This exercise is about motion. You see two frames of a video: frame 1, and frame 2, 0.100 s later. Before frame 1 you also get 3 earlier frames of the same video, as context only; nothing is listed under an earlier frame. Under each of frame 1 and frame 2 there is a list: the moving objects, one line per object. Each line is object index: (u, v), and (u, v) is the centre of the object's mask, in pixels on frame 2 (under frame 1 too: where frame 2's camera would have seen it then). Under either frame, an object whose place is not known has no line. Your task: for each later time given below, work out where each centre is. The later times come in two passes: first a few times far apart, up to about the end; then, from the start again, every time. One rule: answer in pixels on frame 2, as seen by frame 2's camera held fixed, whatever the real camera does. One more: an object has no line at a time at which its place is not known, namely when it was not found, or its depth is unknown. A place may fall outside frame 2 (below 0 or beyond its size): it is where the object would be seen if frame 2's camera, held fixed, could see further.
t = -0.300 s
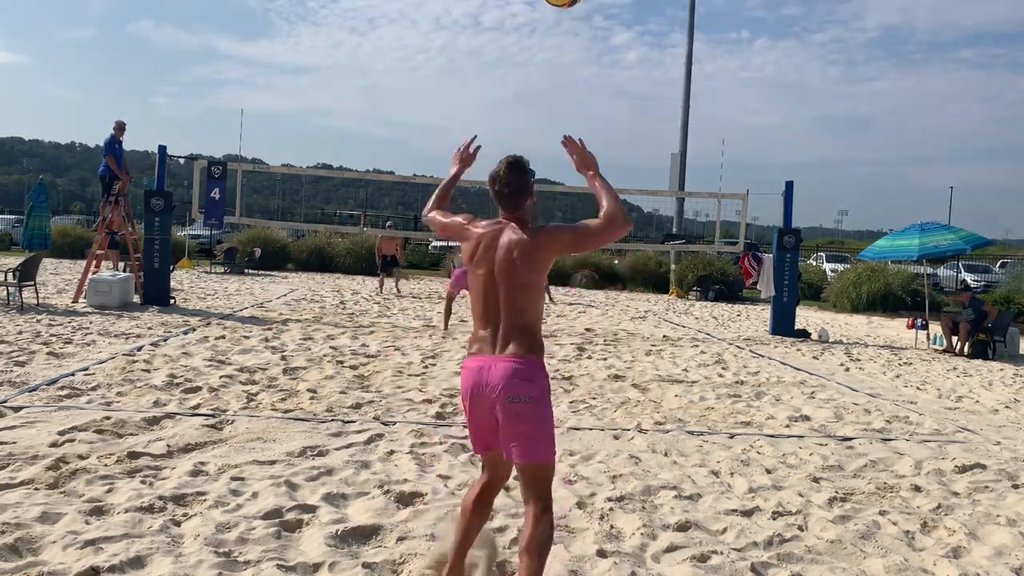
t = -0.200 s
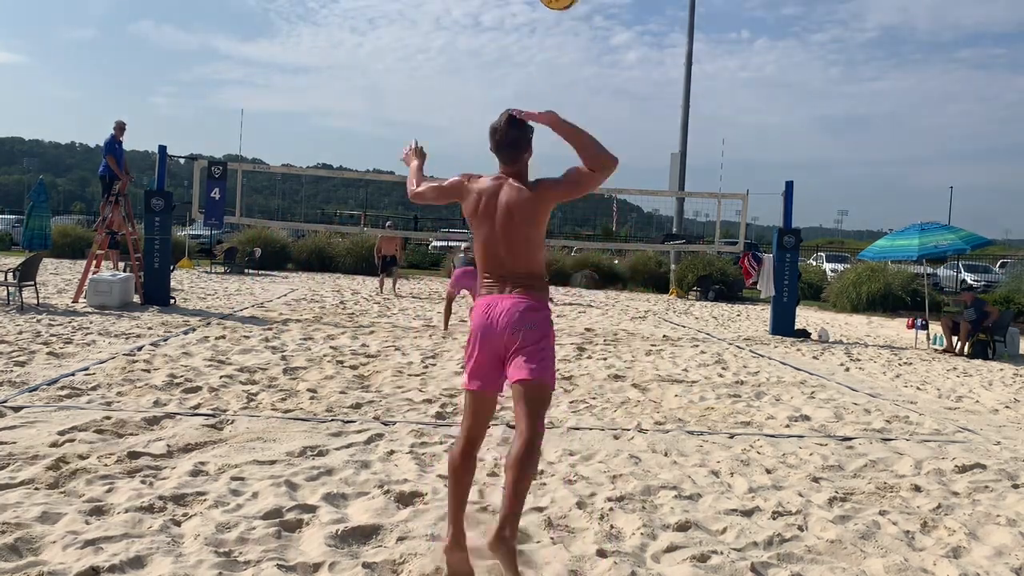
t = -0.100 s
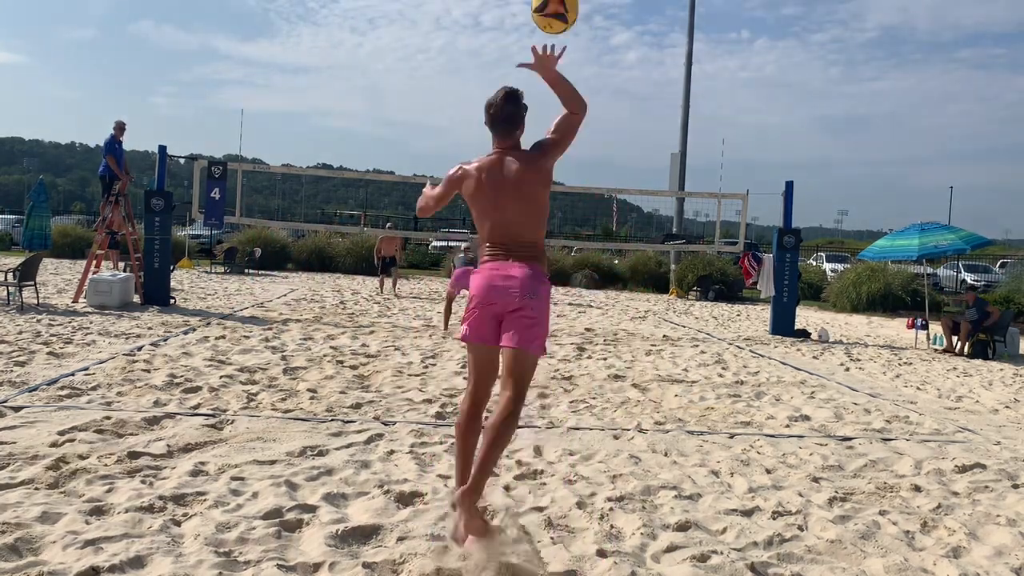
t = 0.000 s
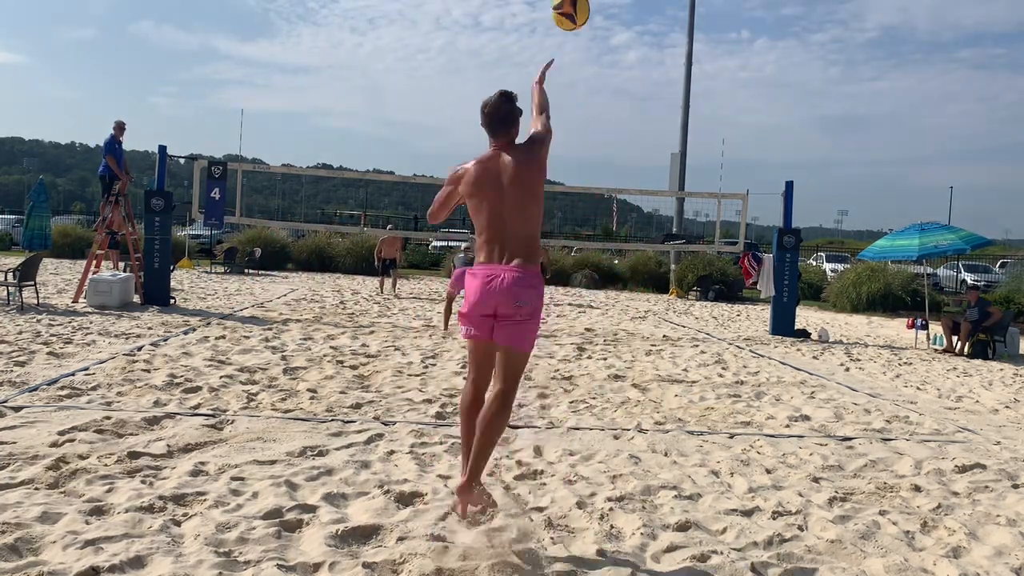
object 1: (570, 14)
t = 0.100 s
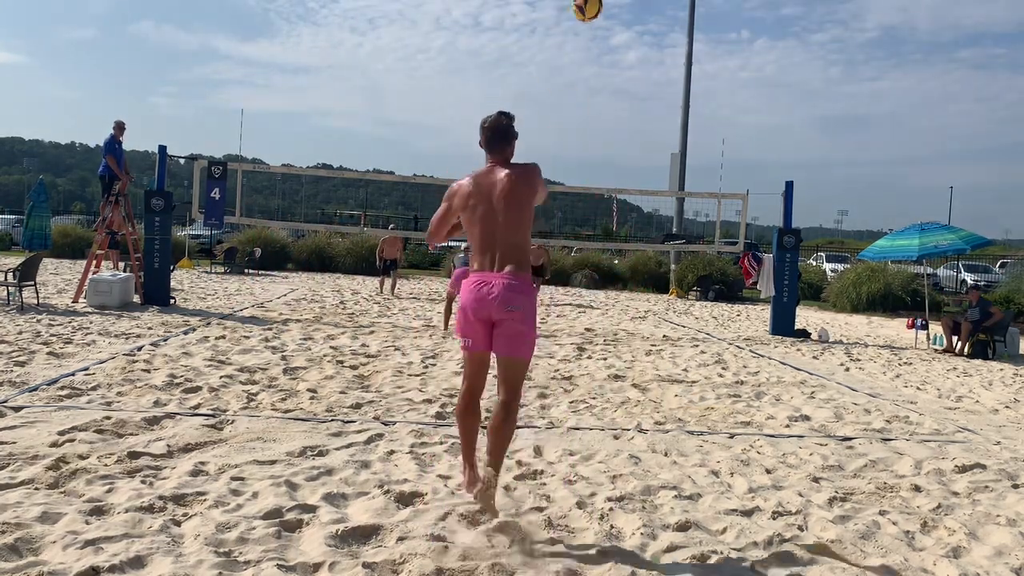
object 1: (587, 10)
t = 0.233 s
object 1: (597, 13)
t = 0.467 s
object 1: (603, 47)
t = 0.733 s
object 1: (600, 110)
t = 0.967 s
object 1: (600, 174)
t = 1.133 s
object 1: (602, 223)
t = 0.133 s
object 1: (590, 10)
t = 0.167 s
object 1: (594, 10)
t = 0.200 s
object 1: (596, 11)
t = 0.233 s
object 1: (597, 13)
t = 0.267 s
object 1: (599, 16)
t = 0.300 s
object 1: (600, 20)
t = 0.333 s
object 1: (601, 24)
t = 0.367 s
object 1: (602, 29)
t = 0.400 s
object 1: (602, 34)
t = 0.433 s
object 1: (602, 40)
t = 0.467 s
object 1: (603, 47)
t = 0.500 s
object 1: (602, 54)
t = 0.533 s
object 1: (602, 61)
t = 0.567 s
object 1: (602, 69)
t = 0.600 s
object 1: (601, 77)
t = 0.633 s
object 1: (601, 85)
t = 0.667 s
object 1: (601, 94)
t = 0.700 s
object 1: (600, 102)
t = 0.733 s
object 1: (600, 110)
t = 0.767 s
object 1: (600, 119)
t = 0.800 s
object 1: (601, 128)
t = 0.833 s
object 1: (600, 137)
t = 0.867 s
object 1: (600, 146)
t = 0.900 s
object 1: (600, 156)
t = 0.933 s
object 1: (600, 165)
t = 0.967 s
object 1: (600, 174)
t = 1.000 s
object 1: (600, 183)
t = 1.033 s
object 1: (600, 196)
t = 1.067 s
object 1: (601, 203)
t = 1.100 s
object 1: (601, 213)
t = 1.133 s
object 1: (602, 223)
